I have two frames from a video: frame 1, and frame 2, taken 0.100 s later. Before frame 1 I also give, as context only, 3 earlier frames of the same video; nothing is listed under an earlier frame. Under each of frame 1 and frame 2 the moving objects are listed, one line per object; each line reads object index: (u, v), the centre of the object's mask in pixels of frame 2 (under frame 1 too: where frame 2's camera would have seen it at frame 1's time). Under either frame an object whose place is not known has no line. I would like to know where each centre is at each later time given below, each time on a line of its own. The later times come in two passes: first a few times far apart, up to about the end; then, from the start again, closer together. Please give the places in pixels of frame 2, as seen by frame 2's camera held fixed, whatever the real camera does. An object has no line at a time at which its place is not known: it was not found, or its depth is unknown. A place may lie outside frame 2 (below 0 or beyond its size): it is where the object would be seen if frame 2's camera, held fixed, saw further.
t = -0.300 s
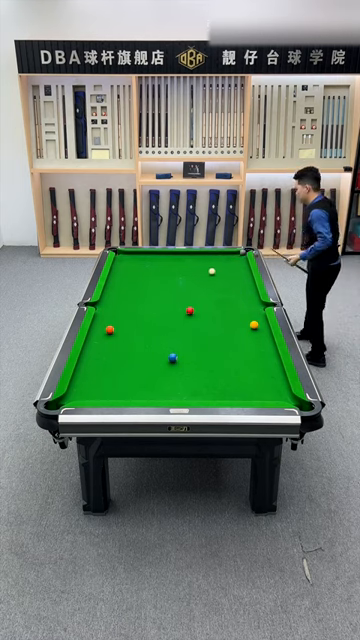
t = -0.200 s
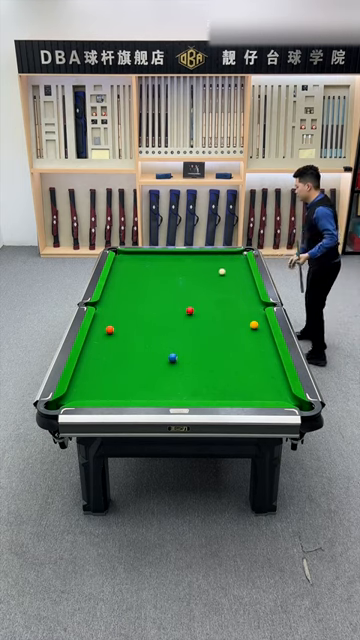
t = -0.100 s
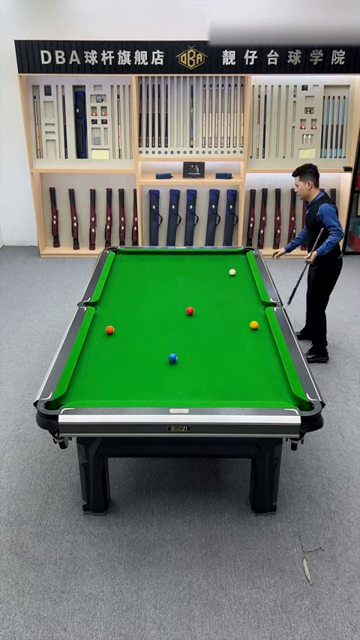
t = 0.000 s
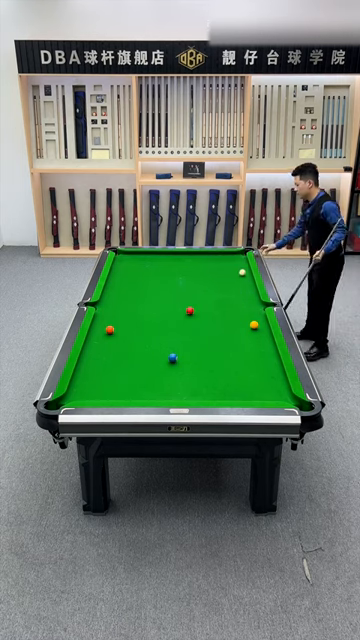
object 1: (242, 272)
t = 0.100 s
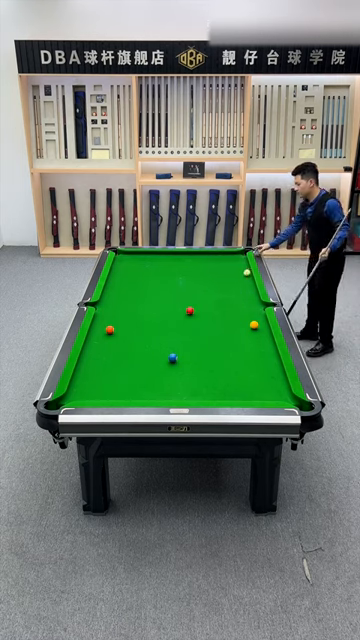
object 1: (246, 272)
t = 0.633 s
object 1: (214, 273)
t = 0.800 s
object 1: (204, 274)
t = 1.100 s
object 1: (188, 274)
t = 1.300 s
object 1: (178, 274)
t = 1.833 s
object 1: (152, 276)
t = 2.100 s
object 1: (141, 276)
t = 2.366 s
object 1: (130, 277)
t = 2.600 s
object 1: (121, 277)
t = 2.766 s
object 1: (114, 277)
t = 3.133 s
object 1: (115, 278)
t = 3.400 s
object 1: (120, 278)
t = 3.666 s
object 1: (125, 279)
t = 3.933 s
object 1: (130, 279)
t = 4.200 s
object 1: (133, 279)
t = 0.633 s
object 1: (214, 273)
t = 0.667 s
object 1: (212, 273)
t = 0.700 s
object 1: (210, 273)
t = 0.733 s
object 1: (208, 273)
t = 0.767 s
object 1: (206, 273)
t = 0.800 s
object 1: (204, 274)
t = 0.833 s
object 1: (203, 274)
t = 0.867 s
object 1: (201, 274)
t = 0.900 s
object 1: (199, 274)
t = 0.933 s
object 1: (197, 274)
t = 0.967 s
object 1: (195, 274)
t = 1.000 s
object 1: (194, 274)
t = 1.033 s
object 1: (192, 274)
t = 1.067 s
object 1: (190, 274)
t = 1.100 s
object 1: (188, 274)
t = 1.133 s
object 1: (187, 274)
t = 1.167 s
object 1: (185, 274)
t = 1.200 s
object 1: (183, 274)
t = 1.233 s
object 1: (181, 274)
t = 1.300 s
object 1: (178, 274)
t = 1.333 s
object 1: (176, 274)
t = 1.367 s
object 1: (175, 274)
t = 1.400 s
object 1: (173, 274)
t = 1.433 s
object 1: (171, 275)
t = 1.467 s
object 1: (170, 275)
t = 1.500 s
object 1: (168, 275)
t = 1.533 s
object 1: (167, 275)
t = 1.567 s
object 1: (165, 275)
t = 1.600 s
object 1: (163, 275)
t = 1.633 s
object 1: (162, 275)
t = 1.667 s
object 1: (160, 275)
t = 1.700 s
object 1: (159, 275)
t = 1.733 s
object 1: (157, 275)
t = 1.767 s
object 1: (156, 275)
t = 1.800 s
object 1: (154, 276)
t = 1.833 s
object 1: (152, 276)
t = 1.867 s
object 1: (151, 276)
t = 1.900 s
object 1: (150, 276)
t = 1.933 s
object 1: (148, 276)
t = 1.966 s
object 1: (147, 276)
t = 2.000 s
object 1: (145, 276)
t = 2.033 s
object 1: (144, 276)
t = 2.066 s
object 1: (142, 276)
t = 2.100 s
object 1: (141, 276)
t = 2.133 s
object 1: (139, 276)
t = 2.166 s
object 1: (138, 276)
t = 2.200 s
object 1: (137, 276)
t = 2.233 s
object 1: (135, 276)
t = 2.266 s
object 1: (134, 276)
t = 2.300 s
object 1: (133, 276)
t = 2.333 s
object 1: (131, 276)
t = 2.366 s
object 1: (130, 277)
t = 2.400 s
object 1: (128, 277)
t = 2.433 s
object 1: (127, 277)
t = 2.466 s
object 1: (126, 277)
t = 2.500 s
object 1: (124, 277)
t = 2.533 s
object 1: (123, 277)
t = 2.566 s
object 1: (122, 277)
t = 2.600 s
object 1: (121, 277)
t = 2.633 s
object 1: (120, 277)
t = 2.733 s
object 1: (116, 277)
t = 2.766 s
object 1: (114, 277)
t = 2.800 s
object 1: (113, 277)
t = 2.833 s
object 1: (112, 277)
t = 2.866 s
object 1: (111, 277)
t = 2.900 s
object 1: (110, 277)
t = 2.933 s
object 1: (111, 278)
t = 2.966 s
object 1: (111, 278)
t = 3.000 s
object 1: (112, 278)
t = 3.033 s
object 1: (112, 278)
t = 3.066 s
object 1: (114, 278)
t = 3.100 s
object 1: (114, 278)
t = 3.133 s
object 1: (115, 278)
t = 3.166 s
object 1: (116, 278)
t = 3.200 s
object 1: (117, 278)
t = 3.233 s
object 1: (117, 278)
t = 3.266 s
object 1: (118, 278)
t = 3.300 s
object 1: (119, 278)
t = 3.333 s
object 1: (119, 278)
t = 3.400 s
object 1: (120, 278)
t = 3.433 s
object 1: (121, 278)
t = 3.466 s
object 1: (122, 278)
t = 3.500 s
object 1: (122, 278)
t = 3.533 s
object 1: (123, 278)
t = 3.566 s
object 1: (124, 279)
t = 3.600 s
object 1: (124, 278)
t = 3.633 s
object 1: (125, 279)
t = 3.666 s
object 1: (125, 279)
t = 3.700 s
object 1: (126, 279)
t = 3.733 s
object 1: (126, 279)
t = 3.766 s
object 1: (127, 279)
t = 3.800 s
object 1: (128, 279)
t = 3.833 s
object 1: (128, 279)
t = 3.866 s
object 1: (129, 279)
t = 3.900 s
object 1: (129, 279)
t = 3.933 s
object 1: (130, 279)
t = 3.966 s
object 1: (130, 279)
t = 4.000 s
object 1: (131, 279)
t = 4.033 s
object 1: (131, 279)
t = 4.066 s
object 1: (131, 279)
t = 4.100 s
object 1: (132, 279)
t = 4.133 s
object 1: (132, 279)
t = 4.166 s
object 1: (133, 279)
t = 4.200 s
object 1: (133, 279)
